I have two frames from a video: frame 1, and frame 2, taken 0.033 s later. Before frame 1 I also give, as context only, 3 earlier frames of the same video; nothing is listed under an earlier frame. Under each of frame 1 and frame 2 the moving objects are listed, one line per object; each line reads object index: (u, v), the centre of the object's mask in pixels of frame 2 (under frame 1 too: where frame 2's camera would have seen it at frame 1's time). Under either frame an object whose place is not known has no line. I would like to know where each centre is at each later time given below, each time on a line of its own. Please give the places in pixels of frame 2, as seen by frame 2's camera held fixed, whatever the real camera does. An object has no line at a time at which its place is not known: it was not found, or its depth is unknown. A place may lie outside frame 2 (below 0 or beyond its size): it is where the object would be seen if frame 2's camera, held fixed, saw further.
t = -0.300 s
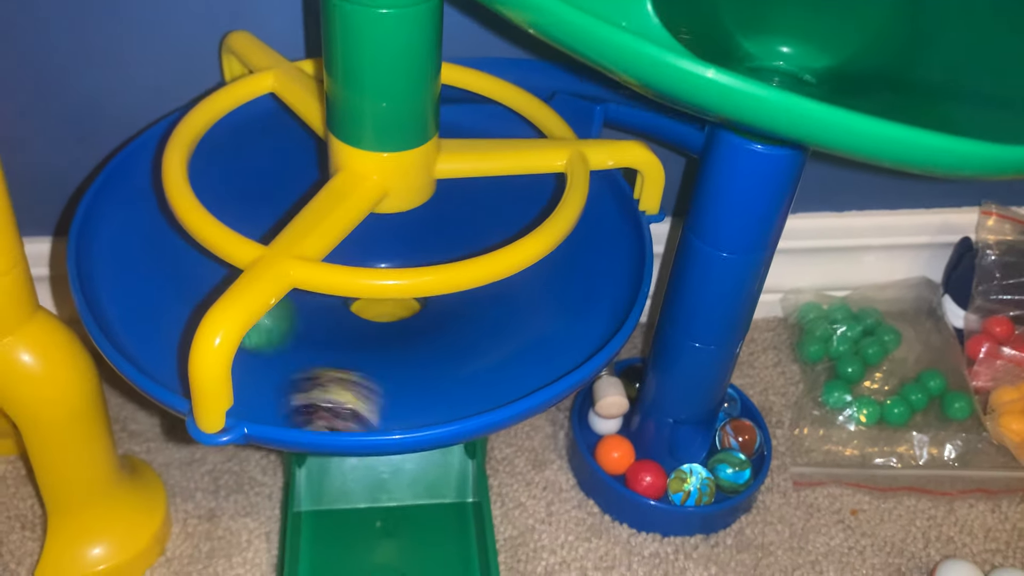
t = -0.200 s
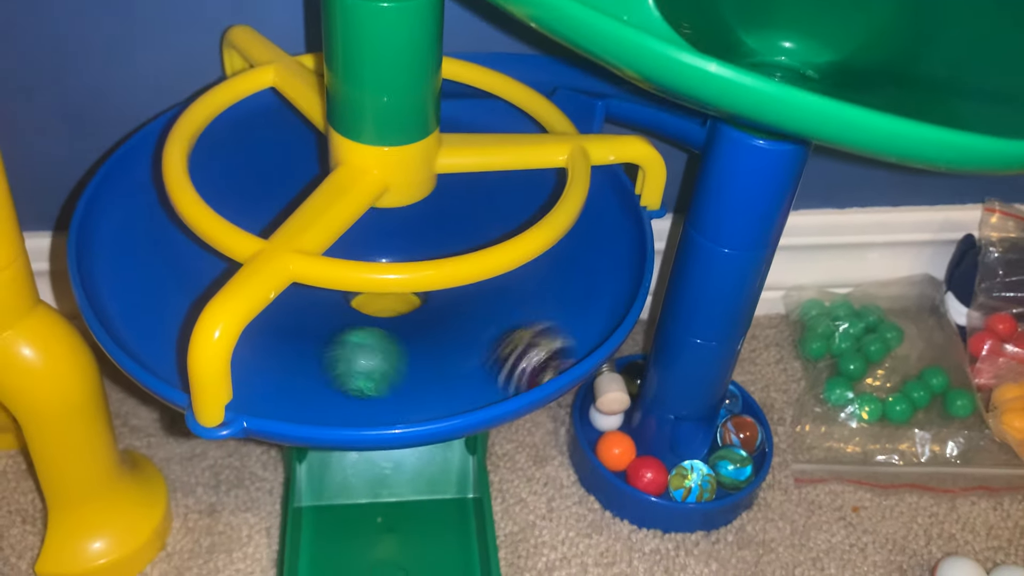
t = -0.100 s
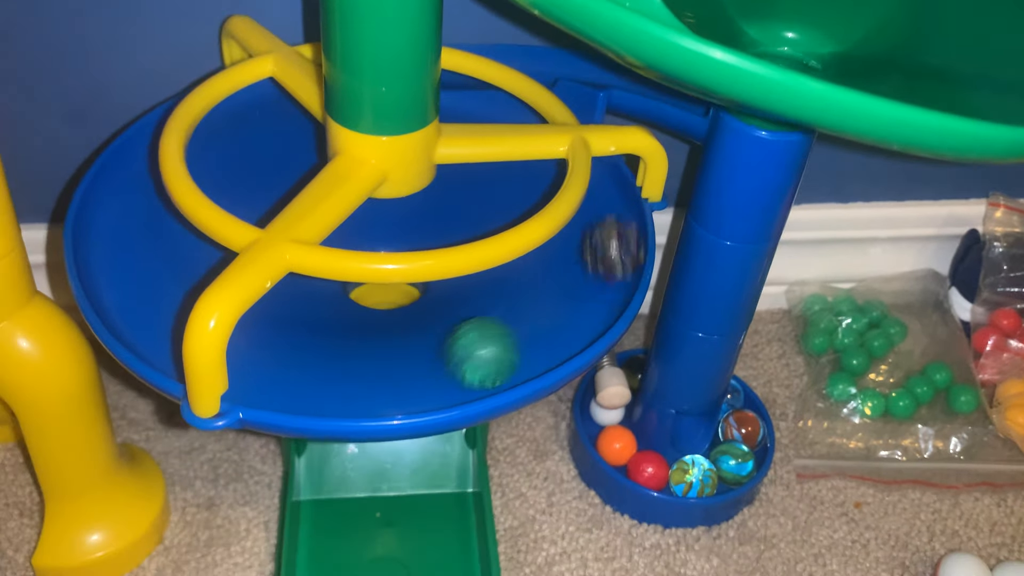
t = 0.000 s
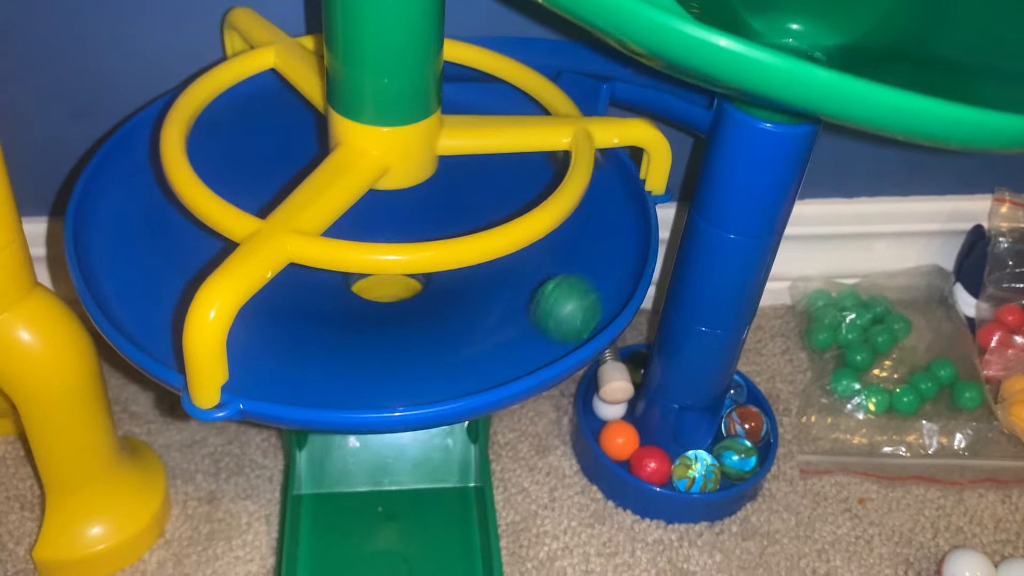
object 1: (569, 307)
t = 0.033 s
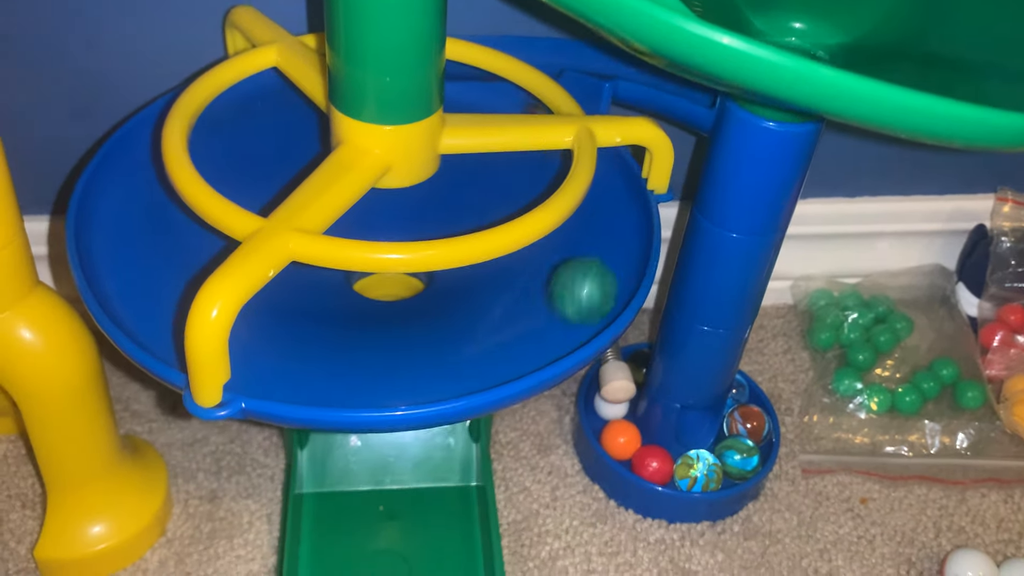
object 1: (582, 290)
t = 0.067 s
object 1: (590, 273)
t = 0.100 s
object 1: (592, 255)
